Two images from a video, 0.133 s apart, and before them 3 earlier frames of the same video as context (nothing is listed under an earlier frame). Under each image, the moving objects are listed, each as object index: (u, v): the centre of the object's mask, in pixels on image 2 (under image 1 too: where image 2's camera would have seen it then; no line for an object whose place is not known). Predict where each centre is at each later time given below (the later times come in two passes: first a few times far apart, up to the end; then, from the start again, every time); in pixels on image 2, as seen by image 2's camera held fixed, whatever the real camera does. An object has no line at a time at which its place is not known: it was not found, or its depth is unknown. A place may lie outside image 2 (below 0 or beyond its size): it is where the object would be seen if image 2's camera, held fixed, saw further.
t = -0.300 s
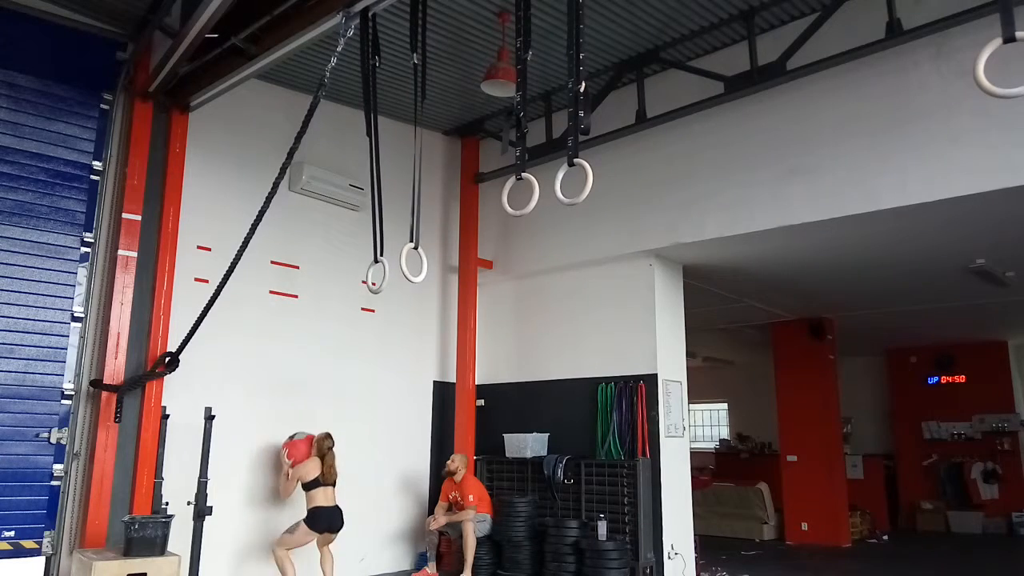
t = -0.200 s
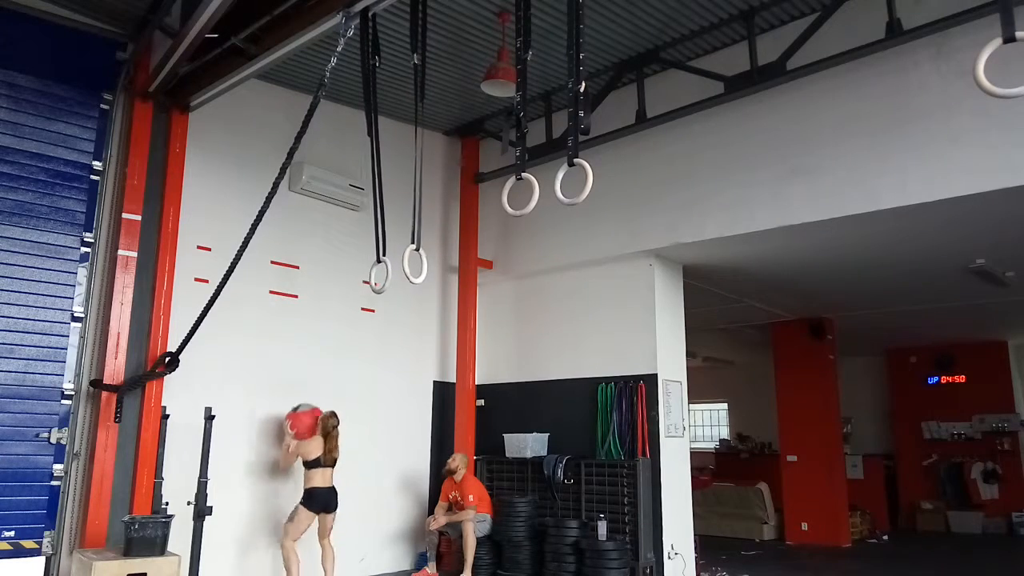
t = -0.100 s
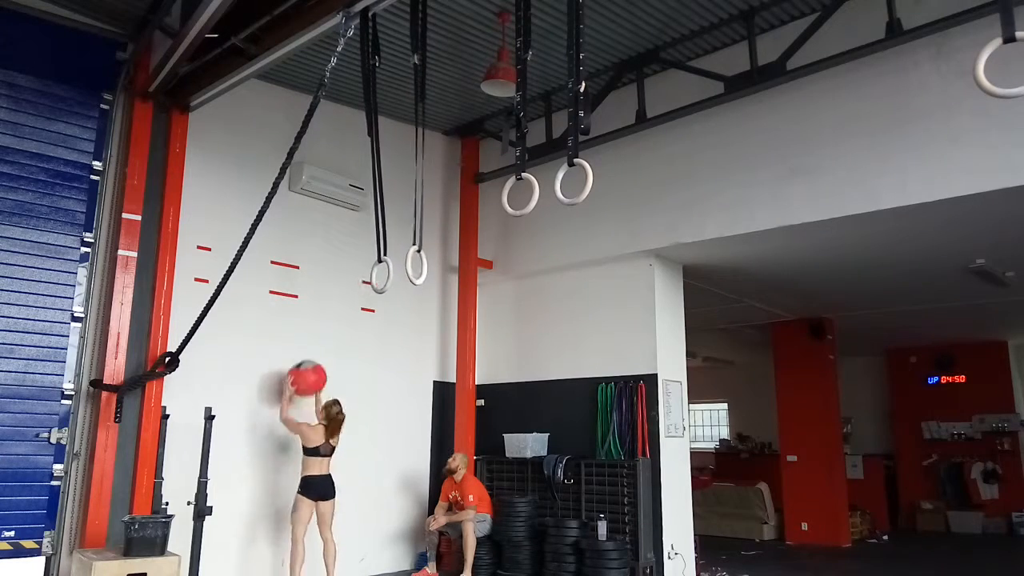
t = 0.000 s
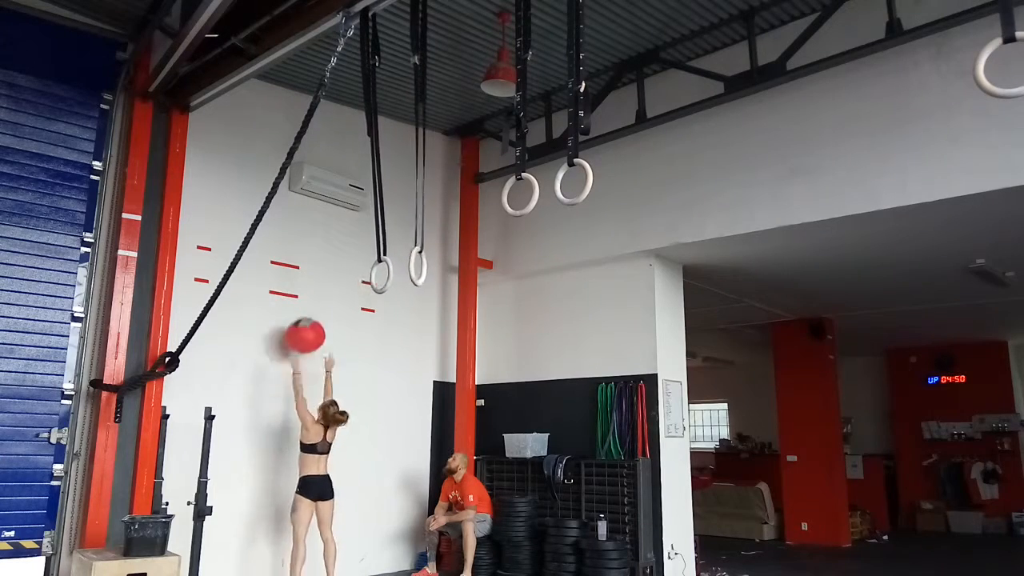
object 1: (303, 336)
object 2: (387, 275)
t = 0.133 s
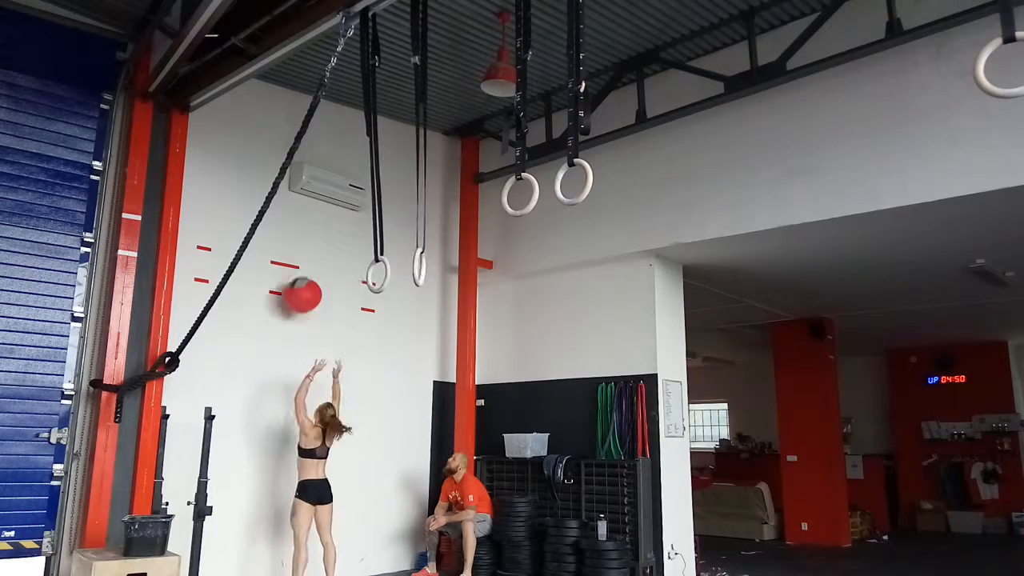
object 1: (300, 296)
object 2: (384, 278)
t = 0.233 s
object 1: (298, 277)
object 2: (381, 278)
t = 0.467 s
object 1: (300, 274)
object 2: (370, 277)
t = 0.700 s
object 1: (302, 324)
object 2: (355, 281)
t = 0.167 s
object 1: (299, 289)
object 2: (383, 277)
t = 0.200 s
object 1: (299, 283)
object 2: (376, 275)
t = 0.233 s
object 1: (298, 277)
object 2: (381, 278)
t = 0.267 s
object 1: (296, 274)
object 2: (379, 278)
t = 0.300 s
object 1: (296, 271)
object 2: (371, 275)
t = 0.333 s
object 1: (297, 270)
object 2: (376, 278)
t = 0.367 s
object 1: (298, 270)
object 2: (361, 274)
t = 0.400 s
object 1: (298, 270)
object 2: (358, 275)
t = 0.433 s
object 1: (299, 271)
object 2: (371, 278)
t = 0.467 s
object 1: (300, 274)
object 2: (370, 277)
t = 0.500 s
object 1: (300, 277)
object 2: (367, 278)
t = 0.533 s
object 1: (301, 282)
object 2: (366, 276)
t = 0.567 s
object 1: (301, 288)
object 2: (364, 278)
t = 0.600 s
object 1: (301, 296)
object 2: (362, 279)
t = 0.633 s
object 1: (302, 304)
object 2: (358, 281)
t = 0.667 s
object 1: (302, 313)
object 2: (357, 281)
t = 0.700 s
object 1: (302, 324)
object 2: (355, 281)
